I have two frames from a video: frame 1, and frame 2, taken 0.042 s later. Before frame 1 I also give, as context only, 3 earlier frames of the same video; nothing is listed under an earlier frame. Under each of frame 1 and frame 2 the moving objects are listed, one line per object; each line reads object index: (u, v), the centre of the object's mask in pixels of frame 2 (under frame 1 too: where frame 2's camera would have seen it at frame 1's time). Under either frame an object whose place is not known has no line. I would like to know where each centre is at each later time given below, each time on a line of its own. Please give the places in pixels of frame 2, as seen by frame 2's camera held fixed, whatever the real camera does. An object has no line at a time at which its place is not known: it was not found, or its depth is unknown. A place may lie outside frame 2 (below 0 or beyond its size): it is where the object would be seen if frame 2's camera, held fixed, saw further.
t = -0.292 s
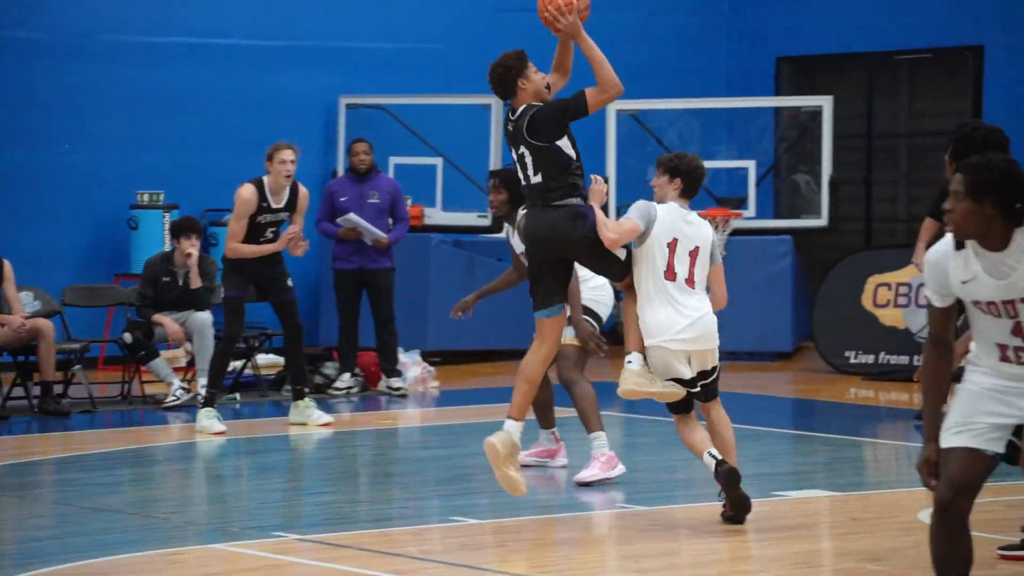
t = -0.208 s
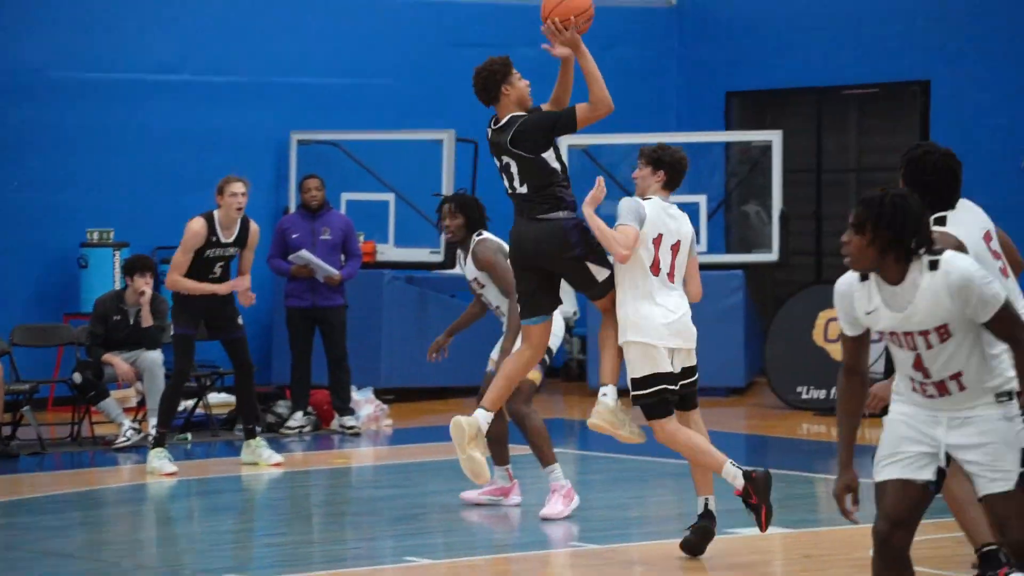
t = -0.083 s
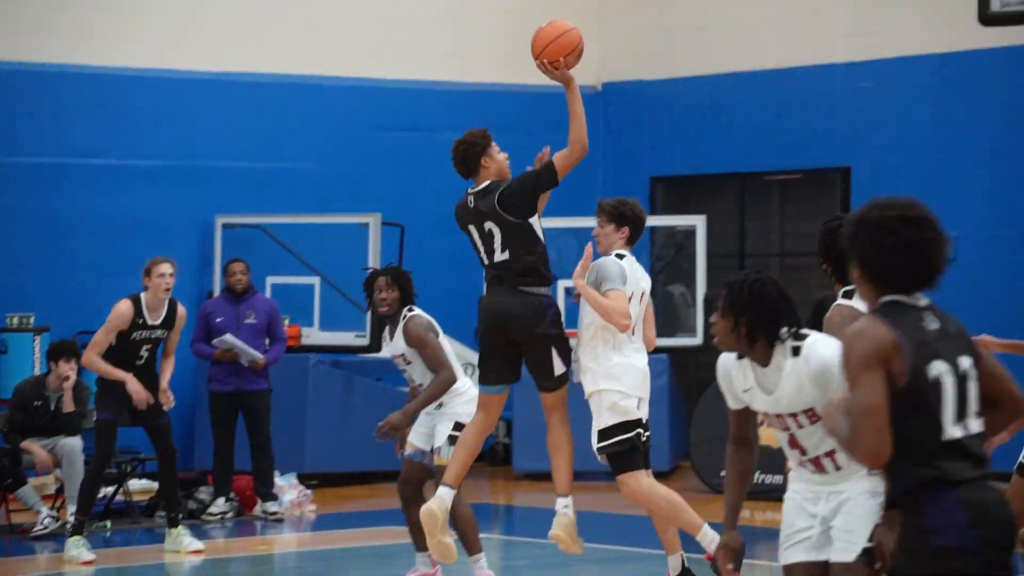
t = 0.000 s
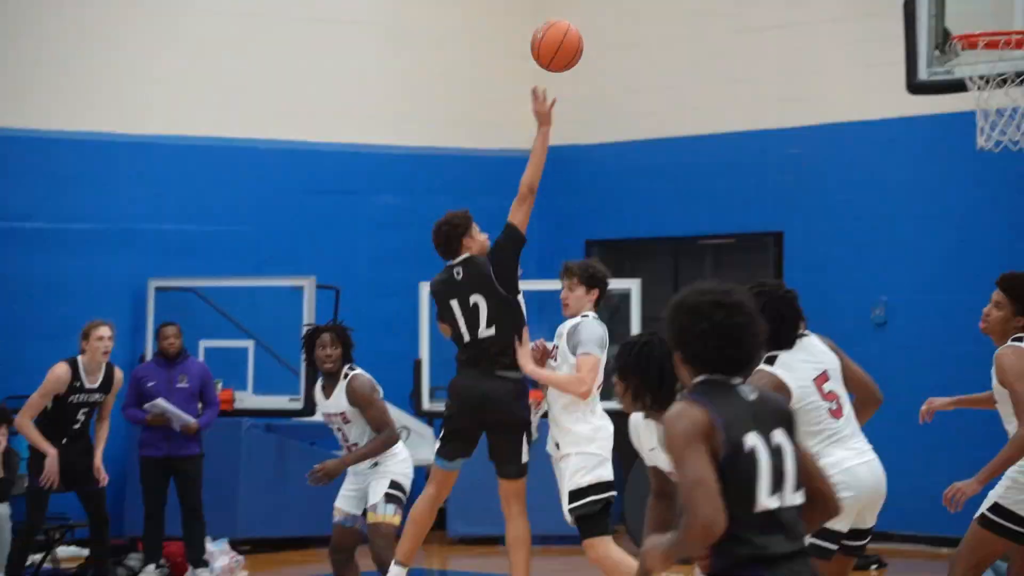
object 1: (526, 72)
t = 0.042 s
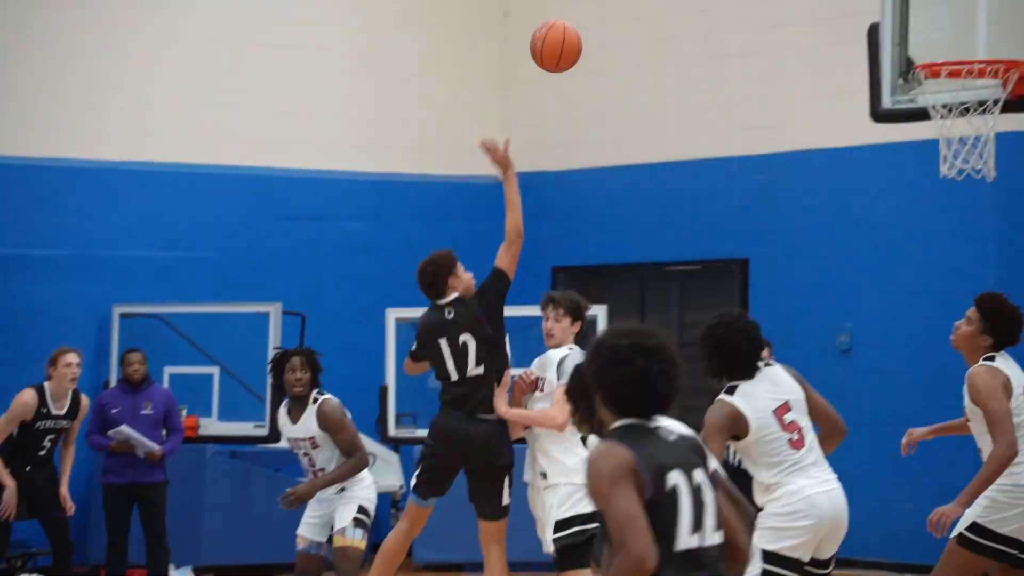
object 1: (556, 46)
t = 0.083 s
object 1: (587, 24)
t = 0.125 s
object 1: (617, 5)
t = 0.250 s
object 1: (720, -33)
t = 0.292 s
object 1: (753, -38)
